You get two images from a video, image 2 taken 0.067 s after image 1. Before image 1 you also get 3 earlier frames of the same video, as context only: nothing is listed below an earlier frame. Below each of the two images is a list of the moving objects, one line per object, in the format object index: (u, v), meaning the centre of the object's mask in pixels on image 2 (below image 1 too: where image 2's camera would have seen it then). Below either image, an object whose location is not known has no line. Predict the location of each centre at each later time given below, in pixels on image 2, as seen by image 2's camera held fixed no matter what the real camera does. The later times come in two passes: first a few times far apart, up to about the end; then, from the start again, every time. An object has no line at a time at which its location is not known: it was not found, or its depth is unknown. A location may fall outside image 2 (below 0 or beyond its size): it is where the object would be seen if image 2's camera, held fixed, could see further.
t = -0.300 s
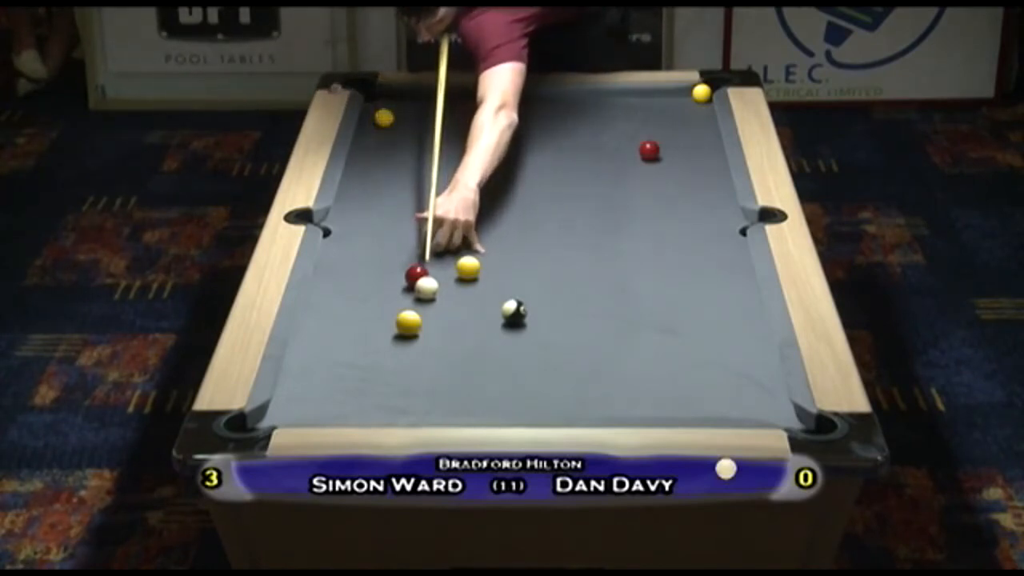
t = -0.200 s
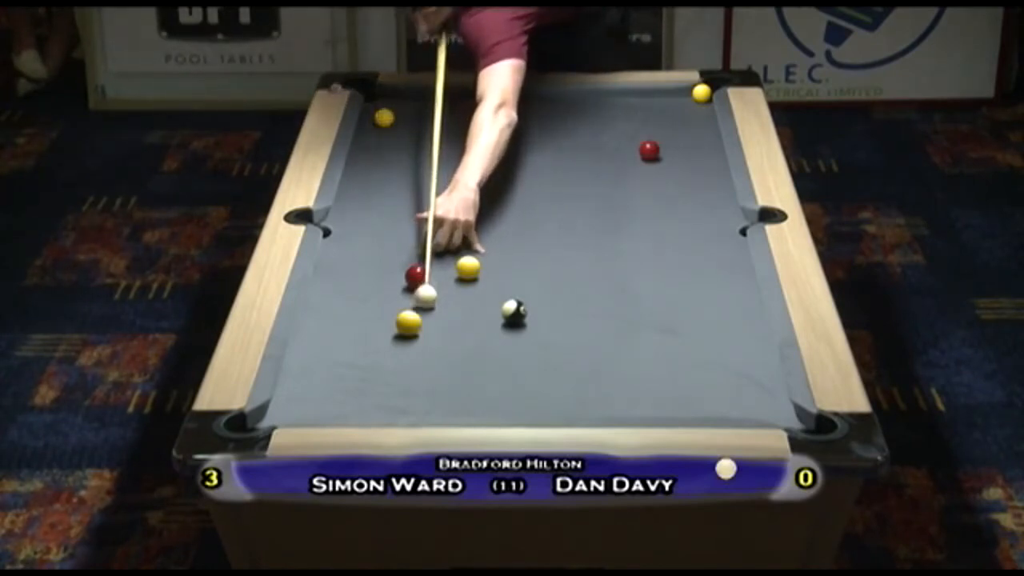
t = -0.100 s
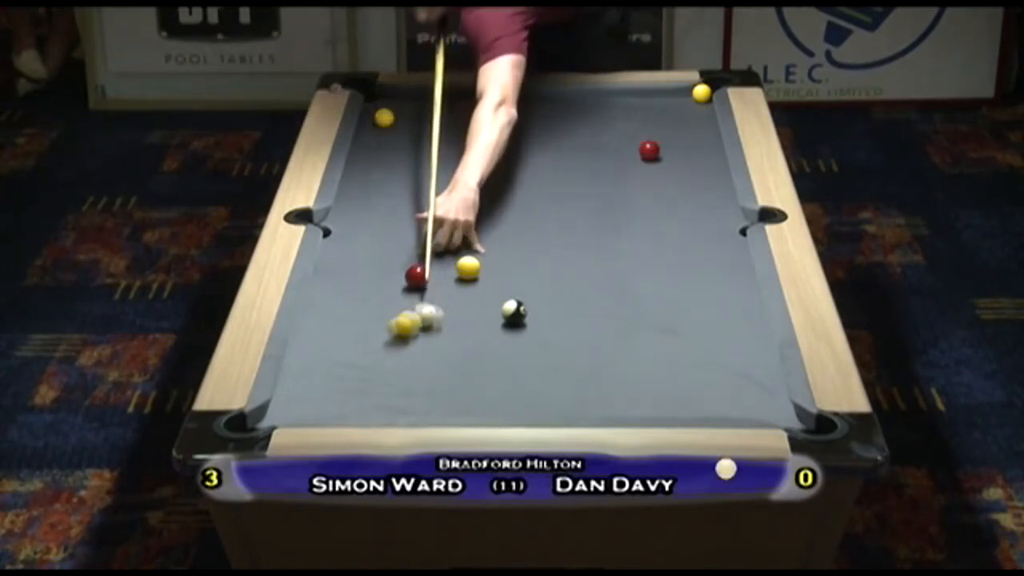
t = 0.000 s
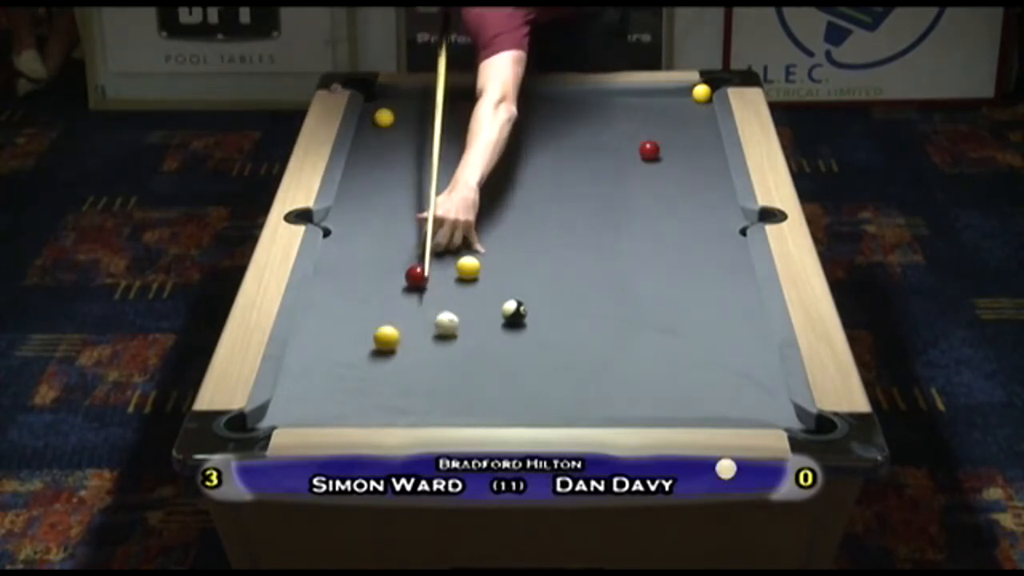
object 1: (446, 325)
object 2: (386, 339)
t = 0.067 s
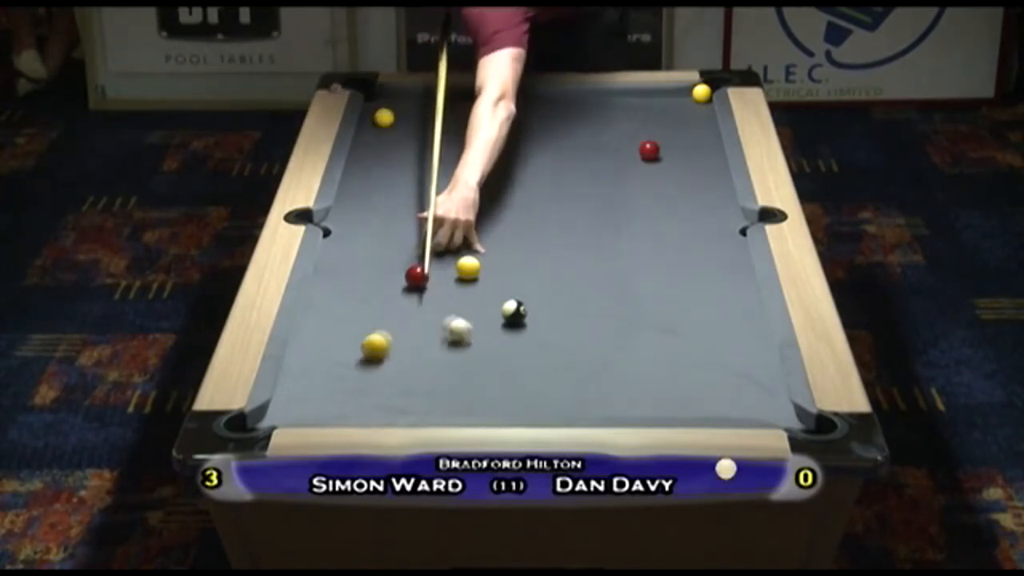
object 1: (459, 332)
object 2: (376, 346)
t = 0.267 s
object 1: (492, 348)
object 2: (345, 367)
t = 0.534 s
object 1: (540, 372)
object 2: (303, 398)
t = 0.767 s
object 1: (582, 393)
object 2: (266, 420)
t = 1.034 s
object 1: (629, 409)
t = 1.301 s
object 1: (662, 403)
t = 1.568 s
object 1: (689, 394)
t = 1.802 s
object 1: (712, 386)
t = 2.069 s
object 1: (734, 377)
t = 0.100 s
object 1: (463, 333)
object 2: (371, 349)
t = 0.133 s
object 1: (469, 337)
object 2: (366, 353)
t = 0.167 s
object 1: (475, 340)
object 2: (361, 357)
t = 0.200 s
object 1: (482, 343)
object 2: (355, 361)
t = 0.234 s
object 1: (488, 346)
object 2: (350, 363)
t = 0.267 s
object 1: (492, 348)
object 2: (345, 367)
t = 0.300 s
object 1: (499, 352)
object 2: (340, 371)
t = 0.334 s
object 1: (504, 354)
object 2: (335, 374)
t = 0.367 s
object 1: (510, 357)
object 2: (329, 379)
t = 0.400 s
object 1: (517, 362)
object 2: (323, 382)
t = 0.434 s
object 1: (524, 365)
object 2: (318, 387)
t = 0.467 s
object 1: (528, 367)
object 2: (313, 389)
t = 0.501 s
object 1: (534, 370)
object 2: (308, 394)
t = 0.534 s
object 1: (540, 372)
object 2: (303, 398)
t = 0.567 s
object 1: (546, 375)
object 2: (297, 401)
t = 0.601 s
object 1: (553, 379)
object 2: (291, 404)
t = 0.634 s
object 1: (559, 383)
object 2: (286, 406)
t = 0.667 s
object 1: (564, 385)
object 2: (282, 409)
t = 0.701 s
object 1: (570, 388)
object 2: (277, 411)
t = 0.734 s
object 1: (576, 390)
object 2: (271, 416)
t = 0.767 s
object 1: (582, 393)
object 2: (266, 420)
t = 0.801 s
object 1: (589, 396)
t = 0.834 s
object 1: (594, 399)
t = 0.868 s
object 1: (600, 402)
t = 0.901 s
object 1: (606, 403)
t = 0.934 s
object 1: (611, 405)
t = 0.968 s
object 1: (617, 407)
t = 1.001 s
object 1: (624, 408)
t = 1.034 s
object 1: (629, 409)
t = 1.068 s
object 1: (635, 409)
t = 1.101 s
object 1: (638, 408)
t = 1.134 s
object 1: (642, 408)
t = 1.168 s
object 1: (647, 407)
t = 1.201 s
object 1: (650, 406)
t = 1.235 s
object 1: (654, 405)
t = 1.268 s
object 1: (658, 404)
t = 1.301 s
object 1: (662, 403)
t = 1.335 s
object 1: (666, 403)
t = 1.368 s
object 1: (669, 402)
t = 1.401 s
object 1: (673, 401)
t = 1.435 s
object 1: (677, 401)
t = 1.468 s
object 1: (681, 400)
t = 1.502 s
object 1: (684, 399)
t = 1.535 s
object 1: (686, 394)
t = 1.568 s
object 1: (689, 394)
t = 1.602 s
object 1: (693, 393)
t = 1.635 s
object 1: (697, 392)
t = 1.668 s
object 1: (700, 390)
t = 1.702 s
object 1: (702, 389)
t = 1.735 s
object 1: (705, 388)
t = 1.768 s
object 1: (709, 387)
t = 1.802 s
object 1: (712, 386)
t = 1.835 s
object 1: (714, 384)
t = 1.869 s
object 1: (718, 383)
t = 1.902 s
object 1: (720, 382)
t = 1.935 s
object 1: (723, 381)
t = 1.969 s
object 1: (726, 380)
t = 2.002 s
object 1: (729, 379)
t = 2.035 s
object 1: (732, 379)
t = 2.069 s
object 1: (734, 377)
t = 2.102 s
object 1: (737, 377)
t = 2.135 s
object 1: (739, 376)
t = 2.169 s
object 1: (742, 375)
